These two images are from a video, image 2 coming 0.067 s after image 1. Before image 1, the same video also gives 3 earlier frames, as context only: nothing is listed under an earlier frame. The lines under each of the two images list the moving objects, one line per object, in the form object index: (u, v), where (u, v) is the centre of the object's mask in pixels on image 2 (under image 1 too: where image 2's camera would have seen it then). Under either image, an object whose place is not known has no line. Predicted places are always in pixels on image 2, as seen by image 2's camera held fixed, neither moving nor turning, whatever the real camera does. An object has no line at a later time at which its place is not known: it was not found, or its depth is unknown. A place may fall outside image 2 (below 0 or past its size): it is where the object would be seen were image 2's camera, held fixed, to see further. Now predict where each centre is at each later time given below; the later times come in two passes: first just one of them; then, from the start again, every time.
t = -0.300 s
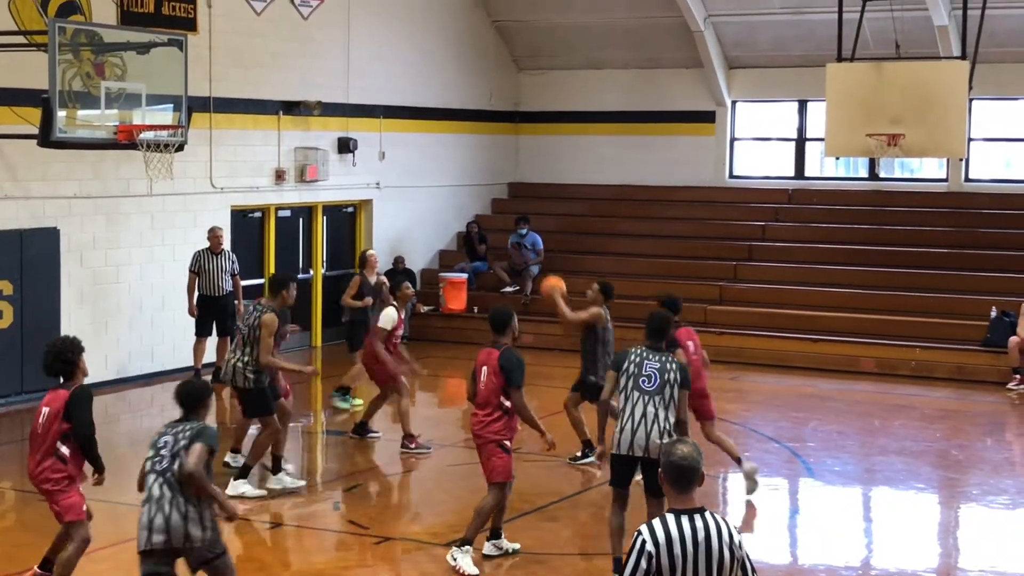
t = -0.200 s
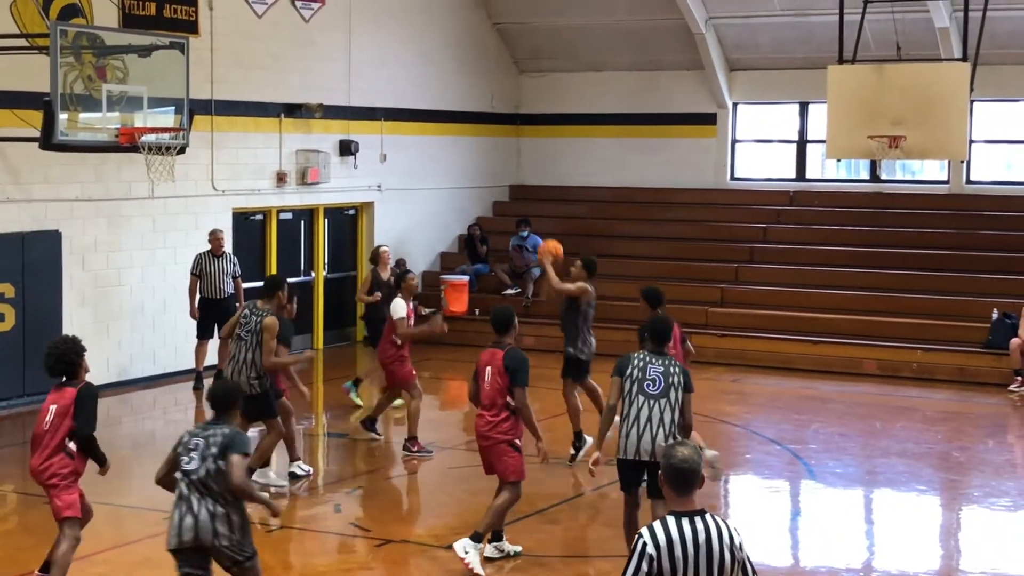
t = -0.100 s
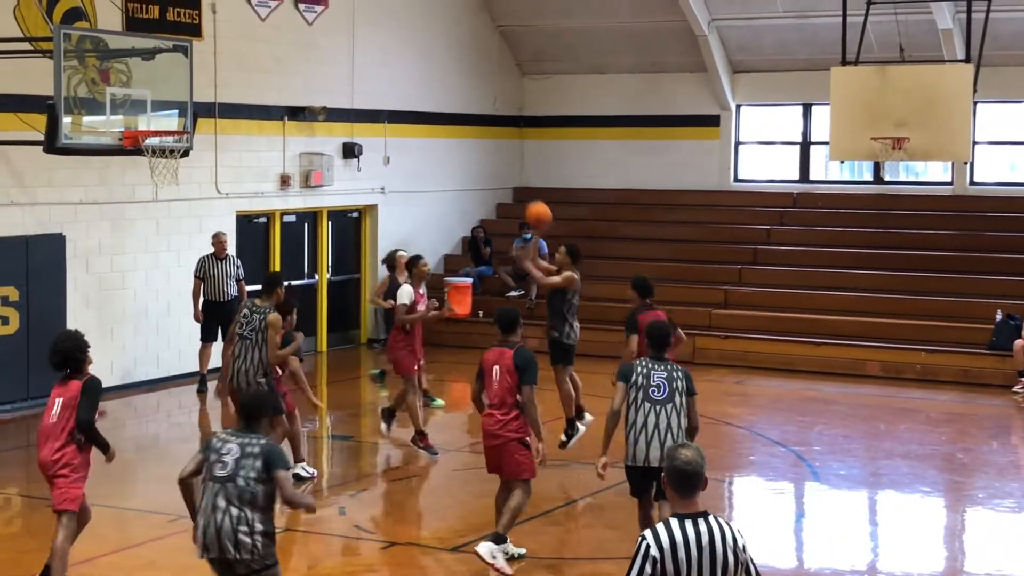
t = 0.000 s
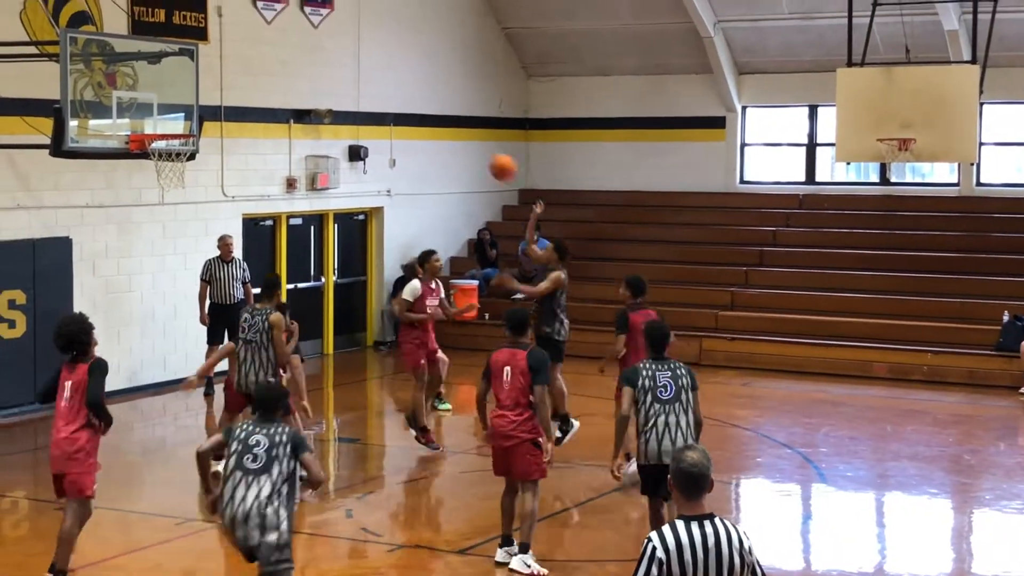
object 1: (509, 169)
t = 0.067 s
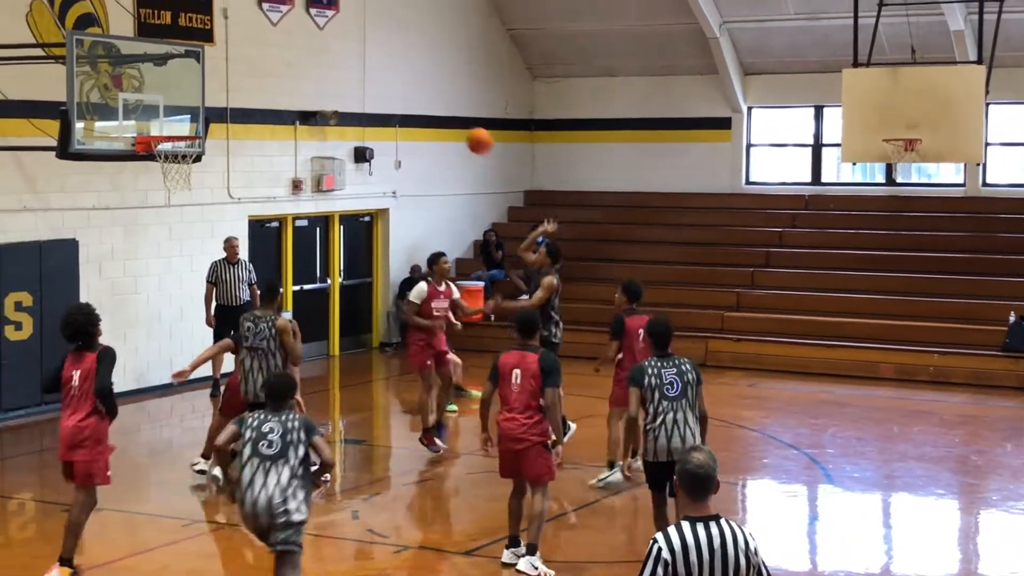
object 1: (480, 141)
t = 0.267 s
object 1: (394, 87)
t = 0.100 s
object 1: (465, 129)
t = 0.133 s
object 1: (451, 118)
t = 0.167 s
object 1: (436, 109)
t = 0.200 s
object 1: (422, 100)
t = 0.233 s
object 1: (408, 93)
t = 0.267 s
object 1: (394, 87)
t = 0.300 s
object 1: (379, 82)
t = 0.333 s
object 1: (365, 78)
